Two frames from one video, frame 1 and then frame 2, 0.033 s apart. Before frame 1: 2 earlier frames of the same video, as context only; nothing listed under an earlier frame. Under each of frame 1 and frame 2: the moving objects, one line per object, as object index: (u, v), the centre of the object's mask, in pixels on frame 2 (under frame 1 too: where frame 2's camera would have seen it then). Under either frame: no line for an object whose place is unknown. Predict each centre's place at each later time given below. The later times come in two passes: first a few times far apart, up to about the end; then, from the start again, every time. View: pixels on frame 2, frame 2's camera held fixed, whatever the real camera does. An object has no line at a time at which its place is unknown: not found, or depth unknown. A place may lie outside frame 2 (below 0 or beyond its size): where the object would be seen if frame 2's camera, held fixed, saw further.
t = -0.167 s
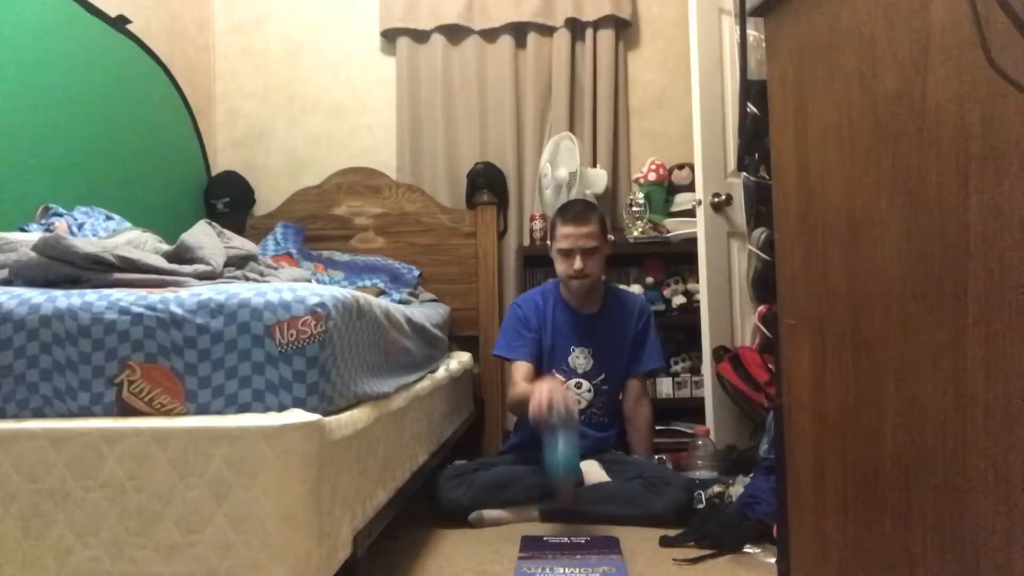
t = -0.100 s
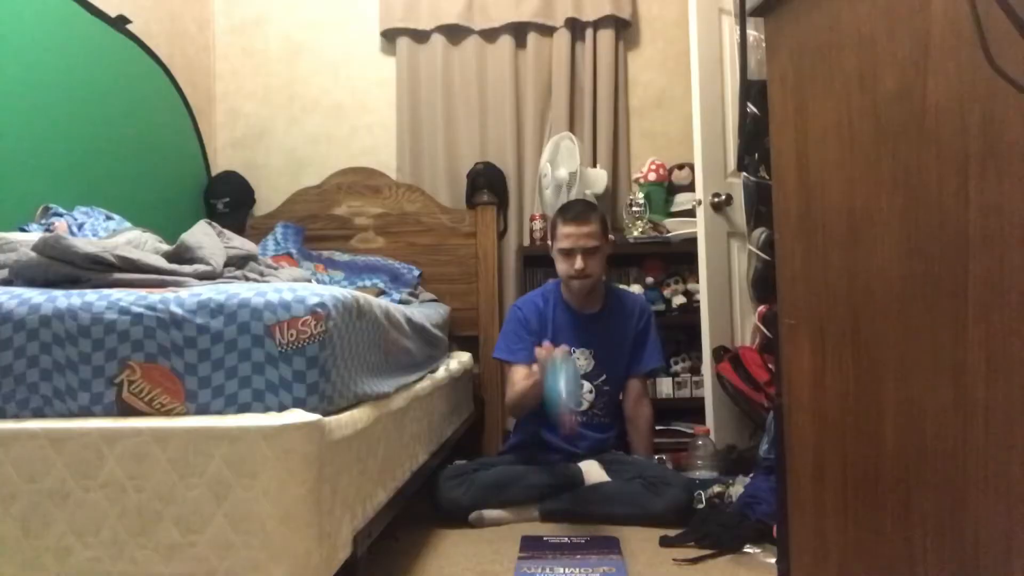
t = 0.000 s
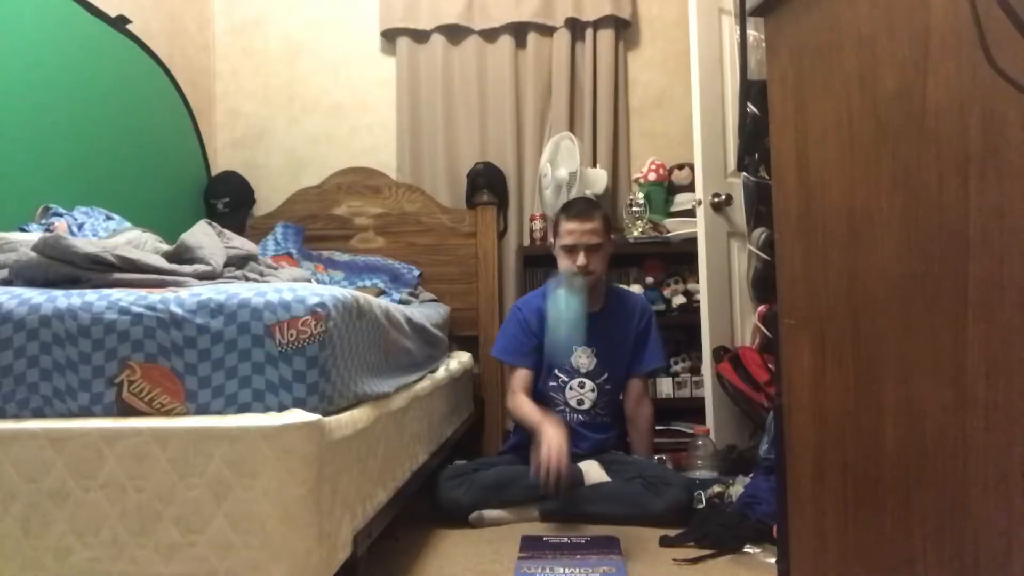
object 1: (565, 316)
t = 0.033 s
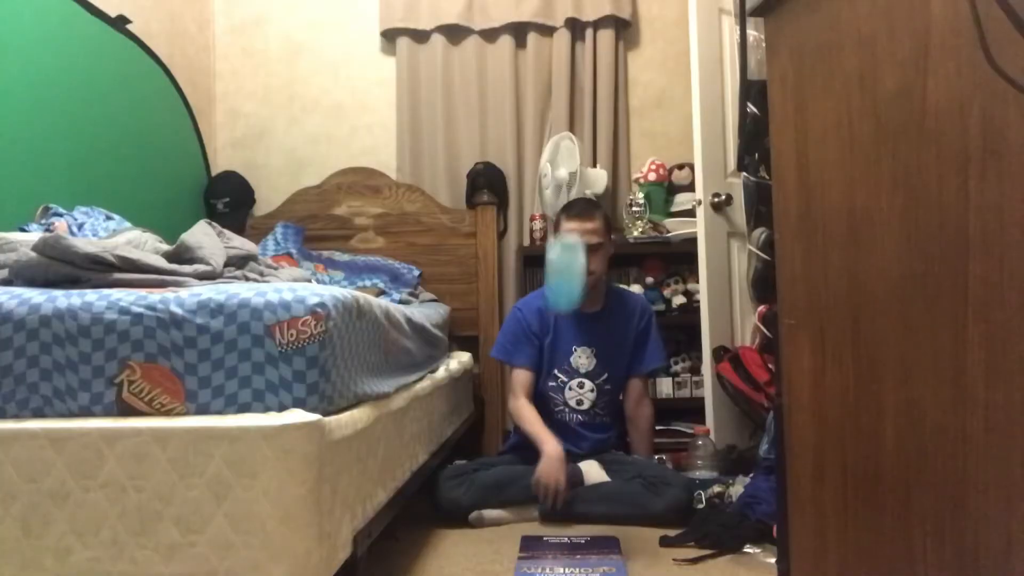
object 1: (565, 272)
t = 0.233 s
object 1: (564, 300)
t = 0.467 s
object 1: (571, 492)
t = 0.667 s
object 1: (560, 508)
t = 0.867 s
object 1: (564, 518)
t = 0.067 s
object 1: (563, 264)
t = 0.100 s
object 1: (563, 260)
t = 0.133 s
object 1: (562, 263)
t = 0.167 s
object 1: (562, 277)
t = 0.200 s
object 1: (563, 290)
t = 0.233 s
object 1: (564, 300)
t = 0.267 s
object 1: (565, 322)
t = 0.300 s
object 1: (567, 340)
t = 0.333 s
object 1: (569, 358)
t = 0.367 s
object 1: (570, 383)
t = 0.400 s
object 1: (572, 415)
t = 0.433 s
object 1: (572, 452)
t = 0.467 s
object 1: (571, 492)
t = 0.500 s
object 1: (571, 491)
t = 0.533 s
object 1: (570, 490)
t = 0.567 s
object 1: (567, 490)
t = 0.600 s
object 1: (566, 492)
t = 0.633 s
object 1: (563, 496)
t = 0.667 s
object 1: (560, 508)
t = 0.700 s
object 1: (558, 519)
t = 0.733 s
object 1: (560, 519)
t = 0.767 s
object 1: (561, 518)
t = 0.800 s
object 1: (561, 518)
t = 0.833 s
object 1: (562, 518)
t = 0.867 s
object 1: (564, 518)
